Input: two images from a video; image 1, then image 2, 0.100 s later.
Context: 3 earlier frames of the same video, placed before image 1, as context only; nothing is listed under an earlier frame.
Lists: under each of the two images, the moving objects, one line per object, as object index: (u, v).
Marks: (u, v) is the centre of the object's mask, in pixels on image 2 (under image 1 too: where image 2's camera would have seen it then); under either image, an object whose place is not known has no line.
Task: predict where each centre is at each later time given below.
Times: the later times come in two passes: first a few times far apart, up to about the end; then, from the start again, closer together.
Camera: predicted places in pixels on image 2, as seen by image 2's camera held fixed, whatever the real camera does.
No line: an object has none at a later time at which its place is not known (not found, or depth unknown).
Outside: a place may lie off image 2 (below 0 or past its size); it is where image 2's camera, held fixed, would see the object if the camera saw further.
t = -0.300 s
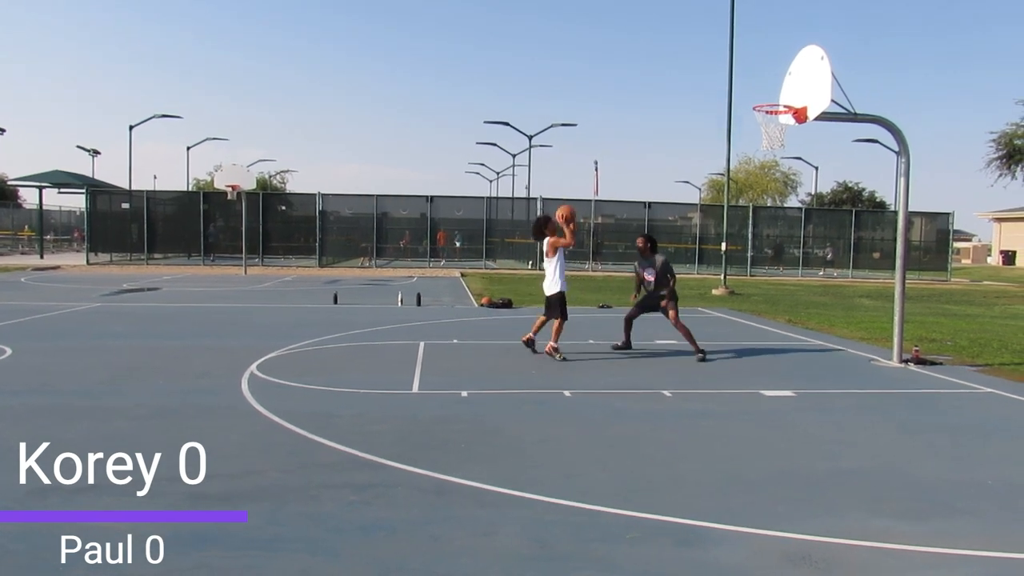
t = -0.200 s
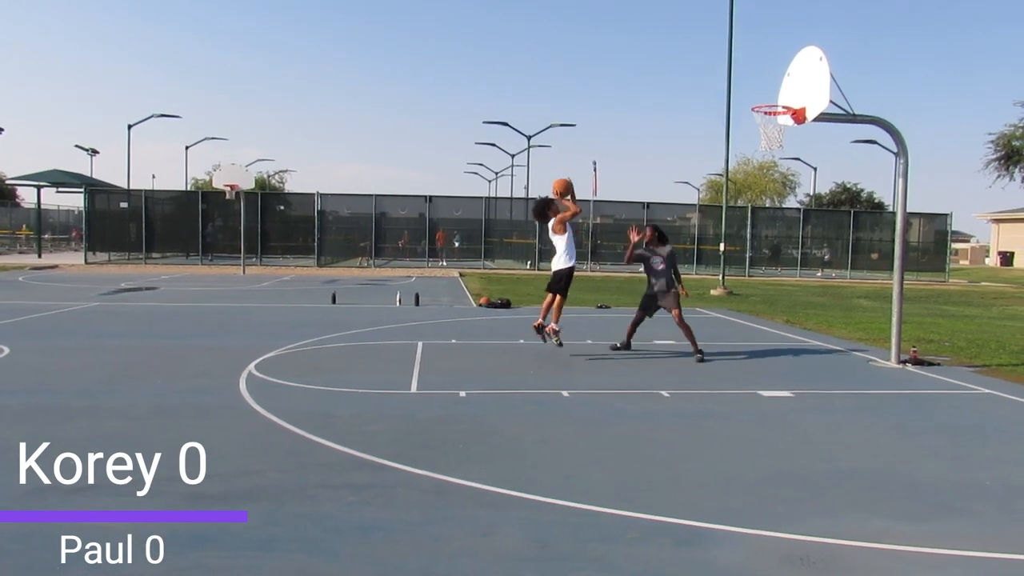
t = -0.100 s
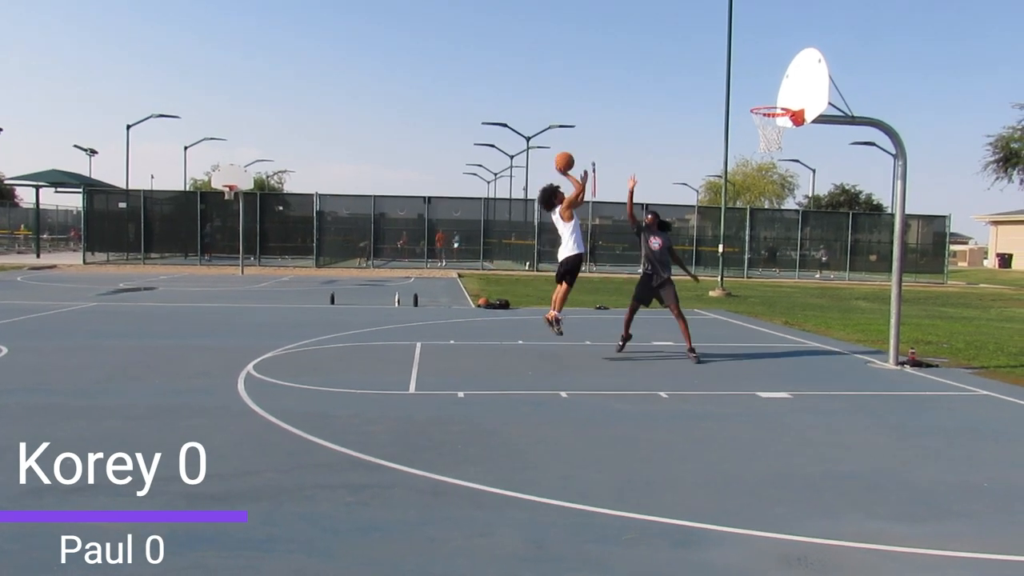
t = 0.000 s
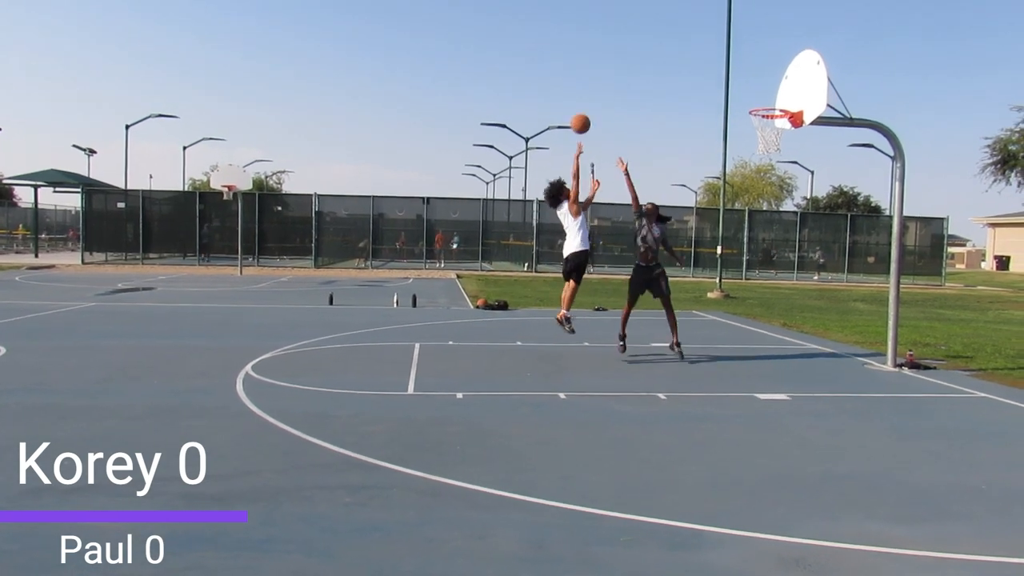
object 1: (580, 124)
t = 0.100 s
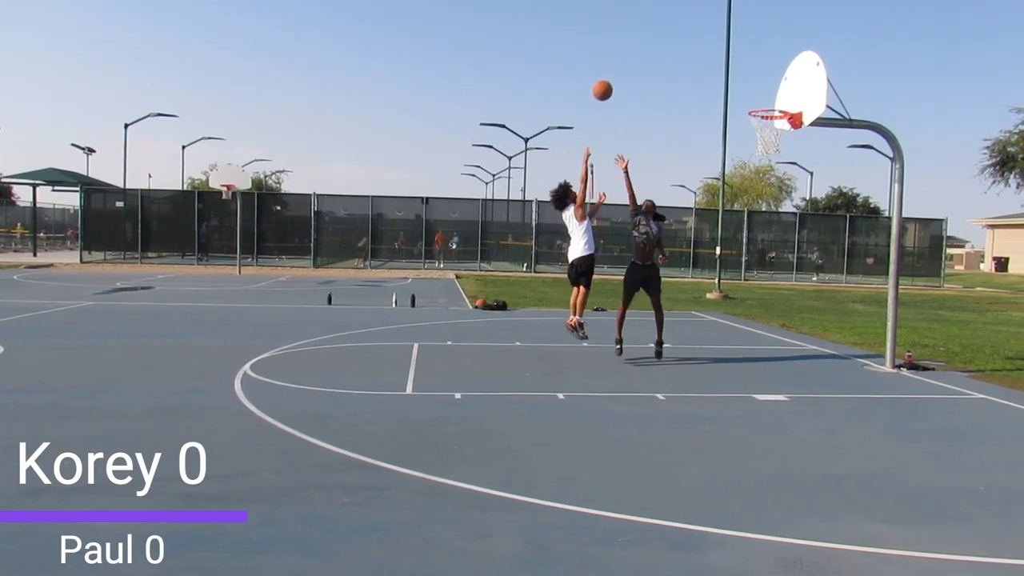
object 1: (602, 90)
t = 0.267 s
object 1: (640, 52)
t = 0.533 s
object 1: (697, 39)
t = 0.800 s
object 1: (751, 85)
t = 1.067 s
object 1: (787, 151)
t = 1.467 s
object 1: (806, 287)
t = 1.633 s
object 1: (809, 343)
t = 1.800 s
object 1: (800, 281)
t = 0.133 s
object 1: (610, 81)
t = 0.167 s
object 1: (617, 72)
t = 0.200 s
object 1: (625, 65)
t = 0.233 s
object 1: (632, 58)
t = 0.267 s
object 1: (640, 52)
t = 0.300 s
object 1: (647, 47)
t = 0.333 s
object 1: (654, 44)
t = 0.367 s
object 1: (661, 40)
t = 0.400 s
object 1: (669, 38)
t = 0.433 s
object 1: (676, 37)
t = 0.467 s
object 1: (683, 37)
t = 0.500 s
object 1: (690, 37)
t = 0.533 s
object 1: (697, 39)
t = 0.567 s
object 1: (704, 41)
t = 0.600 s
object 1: (710, 45)
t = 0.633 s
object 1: (717, 50)
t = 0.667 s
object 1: (724, 55)
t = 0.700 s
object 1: (731, 61)
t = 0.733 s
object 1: (738, 69)
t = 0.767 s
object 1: (744, 76)
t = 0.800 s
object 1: (751, 85)
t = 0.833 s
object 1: (758, 95)
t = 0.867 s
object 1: (764, 104)
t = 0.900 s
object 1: (770, 118)
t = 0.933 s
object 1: (777, 128)
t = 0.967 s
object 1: (781, 137)
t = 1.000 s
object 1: (784, 141)
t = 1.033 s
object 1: (786, 146)
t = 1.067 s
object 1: (787, 151)
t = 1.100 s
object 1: (789, 158)
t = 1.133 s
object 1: (791, 166)
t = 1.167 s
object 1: (793, 174)
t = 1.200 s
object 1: (794, 183)
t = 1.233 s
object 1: (796, 193)
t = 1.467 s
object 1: (806, 287)
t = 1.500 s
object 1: (807, 304)
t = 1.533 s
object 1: (808, 321)
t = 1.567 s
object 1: (810, 339)
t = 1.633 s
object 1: (809, 343)
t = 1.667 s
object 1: (807, 329)
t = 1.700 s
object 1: (806, 316)
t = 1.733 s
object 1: (803, 304)
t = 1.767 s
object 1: (803, 292)
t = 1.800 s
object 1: (800, 281)
